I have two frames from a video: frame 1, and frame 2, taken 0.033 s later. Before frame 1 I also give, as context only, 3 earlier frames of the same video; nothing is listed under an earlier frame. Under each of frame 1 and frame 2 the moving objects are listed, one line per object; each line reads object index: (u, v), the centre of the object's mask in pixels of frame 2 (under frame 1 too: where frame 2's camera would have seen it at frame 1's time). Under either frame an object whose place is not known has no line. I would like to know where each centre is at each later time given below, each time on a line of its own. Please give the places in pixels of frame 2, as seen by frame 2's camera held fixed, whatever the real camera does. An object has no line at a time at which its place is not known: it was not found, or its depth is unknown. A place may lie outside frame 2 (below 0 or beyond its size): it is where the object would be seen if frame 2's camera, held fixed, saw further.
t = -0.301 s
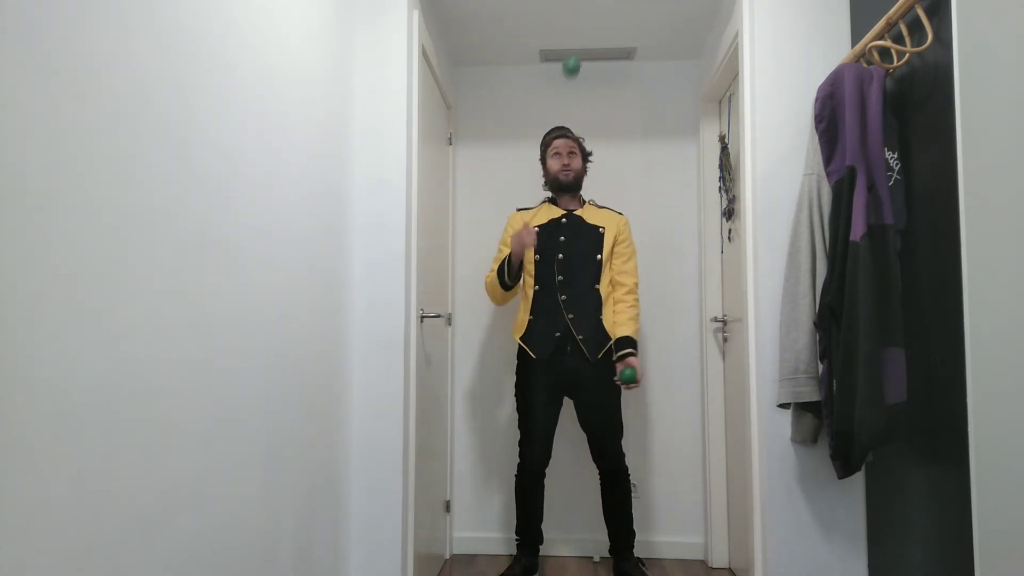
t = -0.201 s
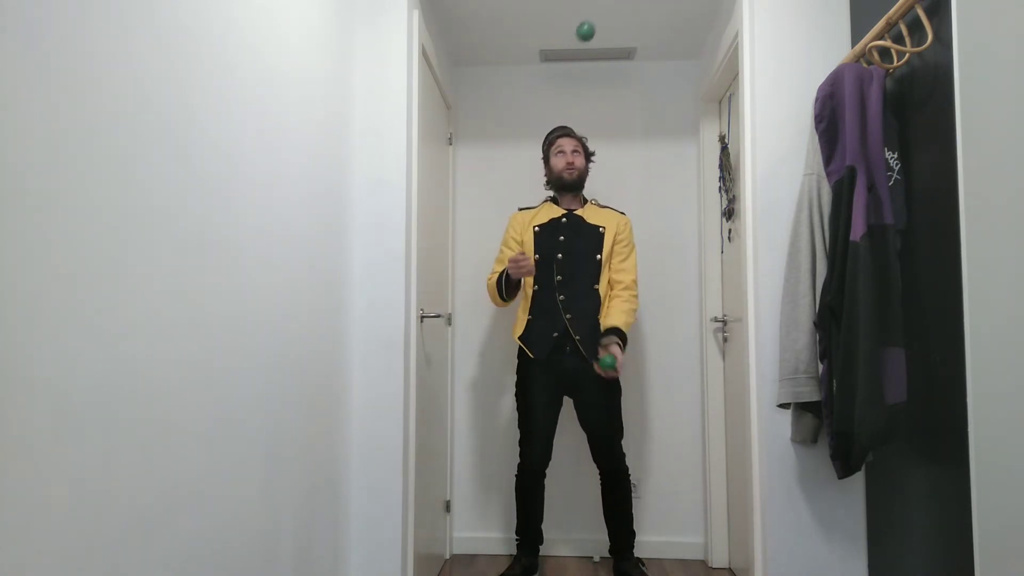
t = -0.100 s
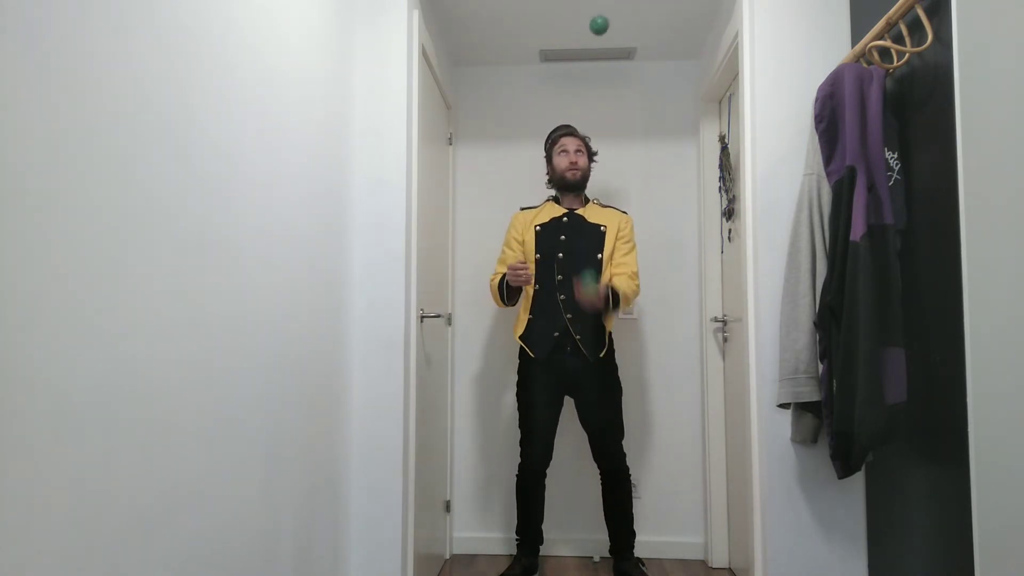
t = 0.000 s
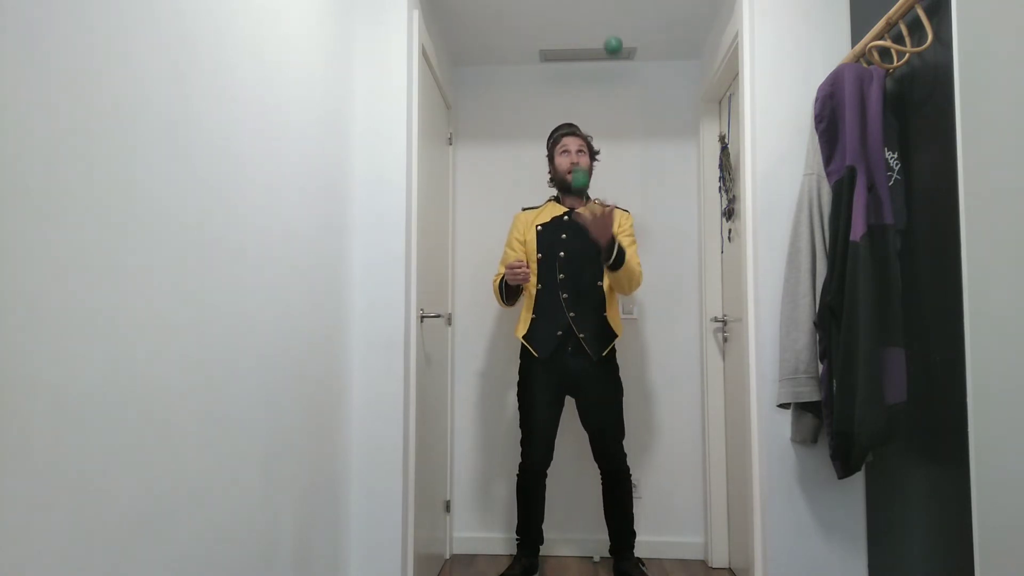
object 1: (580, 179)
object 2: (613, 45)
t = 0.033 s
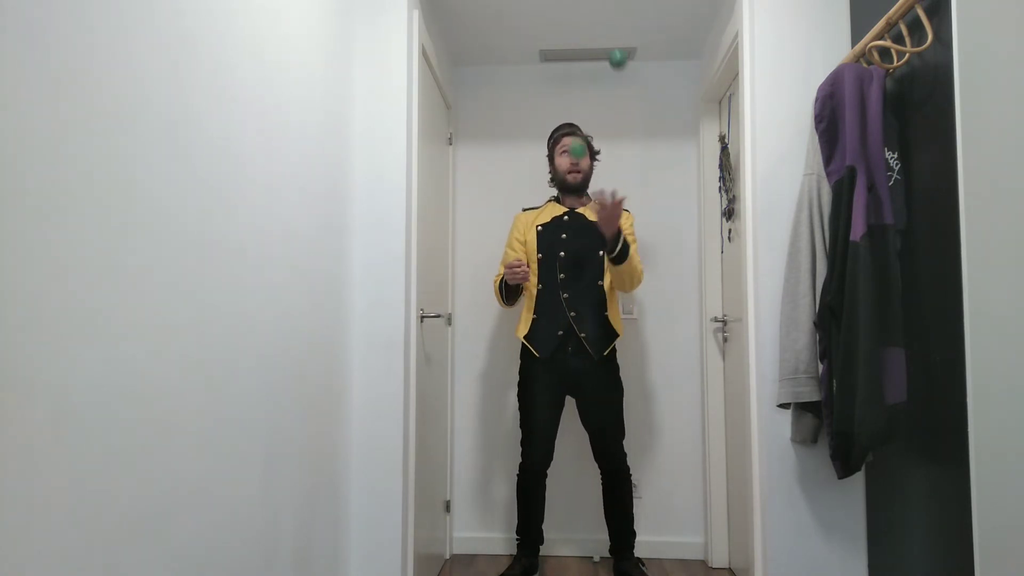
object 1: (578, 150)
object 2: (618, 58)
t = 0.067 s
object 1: (574, 124)
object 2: (623, 74)
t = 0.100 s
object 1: (572, 101)
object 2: (627, 94)
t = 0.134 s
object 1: (569, 82)
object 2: (632, 115)
